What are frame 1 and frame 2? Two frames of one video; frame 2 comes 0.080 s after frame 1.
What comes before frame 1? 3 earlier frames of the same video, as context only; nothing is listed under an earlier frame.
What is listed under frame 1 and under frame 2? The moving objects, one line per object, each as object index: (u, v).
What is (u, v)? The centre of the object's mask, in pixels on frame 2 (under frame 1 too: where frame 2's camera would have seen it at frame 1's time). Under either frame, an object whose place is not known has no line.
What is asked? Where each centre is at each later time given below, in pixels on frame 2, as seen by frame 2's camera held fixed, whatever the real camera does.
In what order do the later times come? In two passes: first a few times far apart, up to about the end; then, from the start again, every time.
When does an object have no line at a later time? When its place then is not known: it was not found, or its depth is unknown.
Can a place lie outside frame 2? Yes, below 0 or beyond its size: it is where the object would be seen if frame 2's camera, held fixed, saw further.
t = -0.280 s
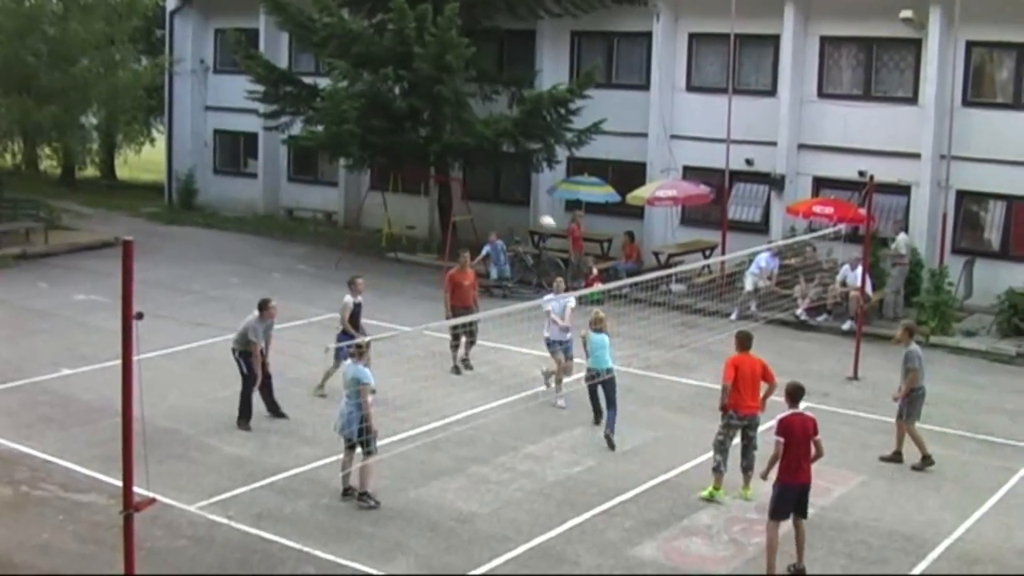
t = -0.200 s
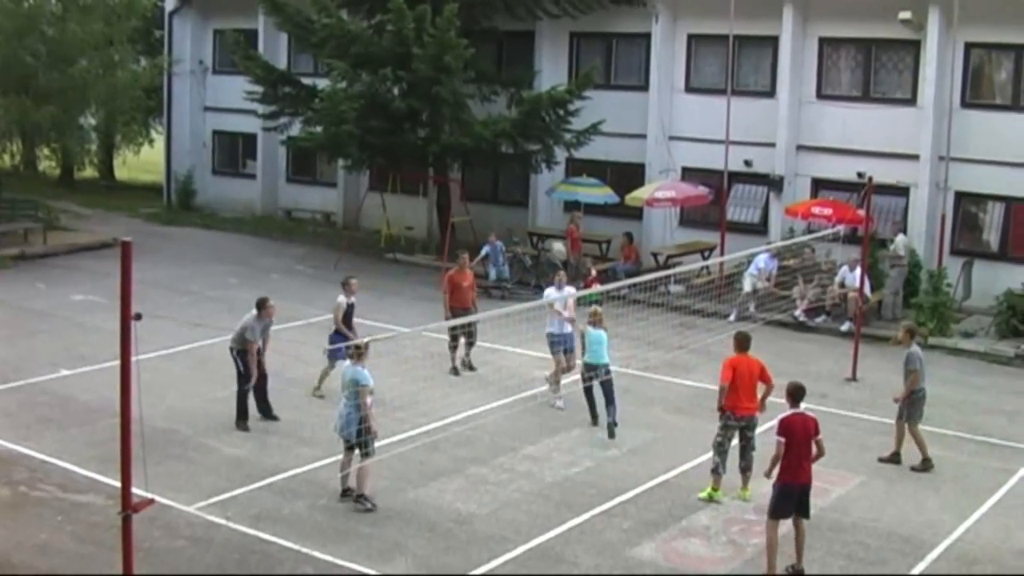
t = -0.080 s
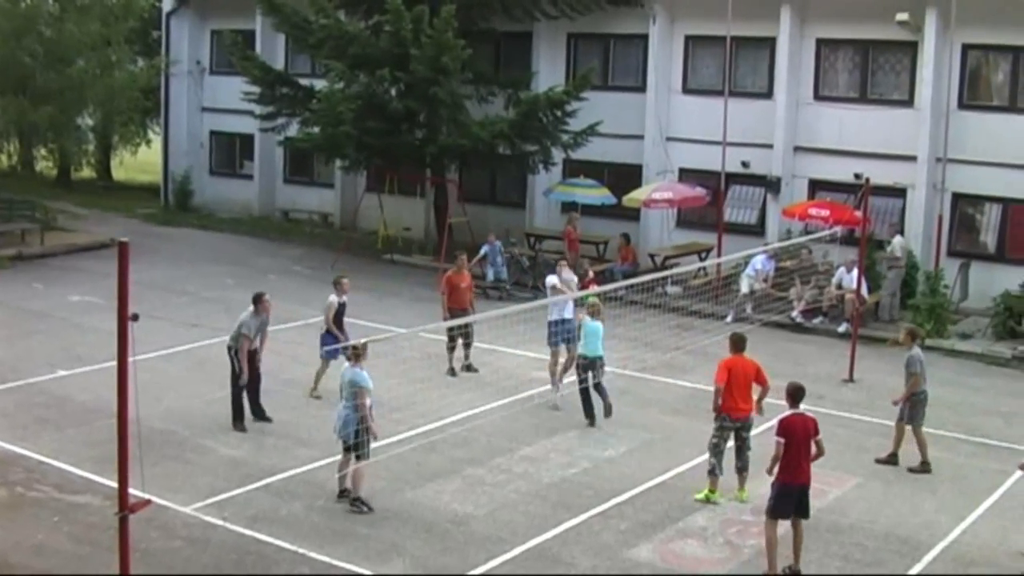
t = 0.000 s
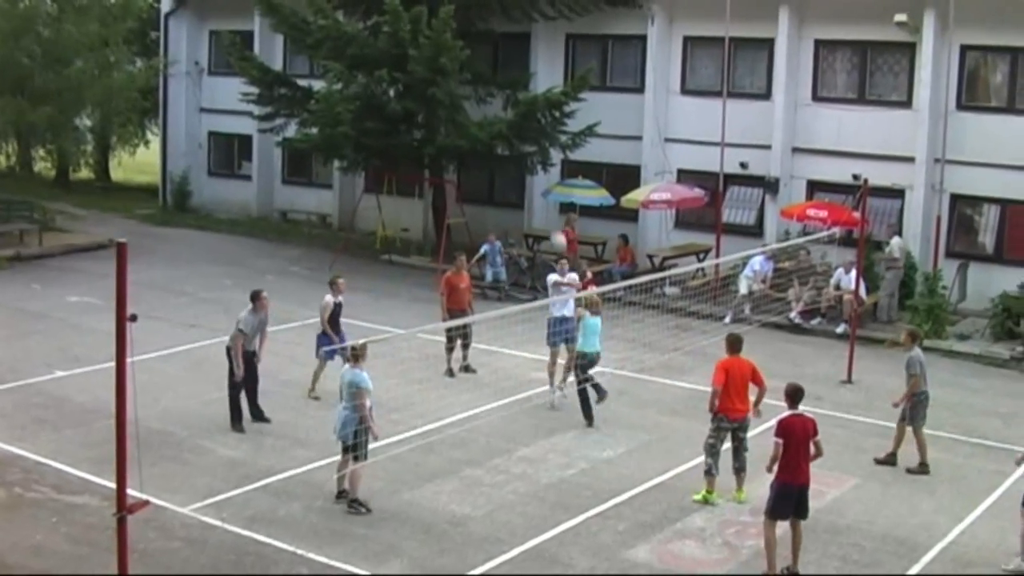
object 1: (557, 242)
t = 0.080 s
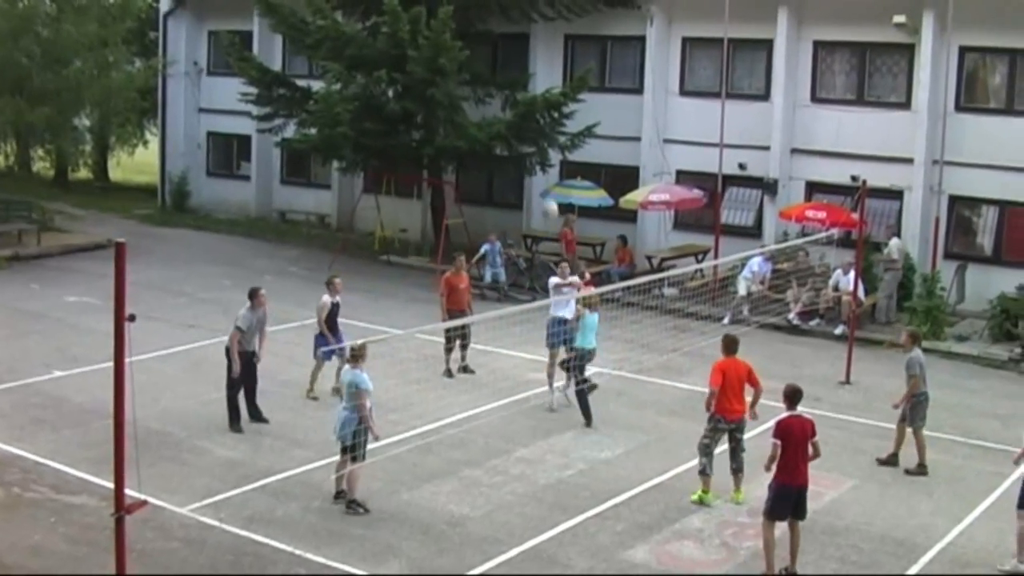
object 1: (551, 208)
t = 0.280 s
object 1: (529, 149)
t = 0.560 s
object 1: (498, 110)
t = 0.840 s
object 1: (462, 142)
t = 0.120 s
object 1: (546, 195)
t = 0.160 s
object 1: (542, 181)
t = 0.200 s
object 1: (537, 167)
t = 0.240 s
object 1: (533, 157)
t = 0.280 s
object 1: (529, 149)
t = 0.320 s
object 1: (525, 139)
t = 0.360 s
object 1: (520, 131)
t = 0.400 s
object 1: (516, 124)
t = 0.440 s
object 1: (511, 119)
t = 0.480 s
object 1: (508, 114)
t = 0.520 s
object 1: (503, 112)
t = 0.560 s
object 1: (498, 110)
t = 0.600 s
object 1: (492, 111)
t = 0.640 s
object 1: (487, 113)
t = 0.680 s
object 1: (482, 116)
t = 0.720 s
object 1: (477, 120)
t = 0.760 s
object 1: (472, 126)
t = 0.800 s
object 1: (467, 133)
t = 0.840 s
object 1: (462, 142)
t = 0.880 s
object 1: (456, 152)
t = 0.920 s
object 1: (450, 163)
